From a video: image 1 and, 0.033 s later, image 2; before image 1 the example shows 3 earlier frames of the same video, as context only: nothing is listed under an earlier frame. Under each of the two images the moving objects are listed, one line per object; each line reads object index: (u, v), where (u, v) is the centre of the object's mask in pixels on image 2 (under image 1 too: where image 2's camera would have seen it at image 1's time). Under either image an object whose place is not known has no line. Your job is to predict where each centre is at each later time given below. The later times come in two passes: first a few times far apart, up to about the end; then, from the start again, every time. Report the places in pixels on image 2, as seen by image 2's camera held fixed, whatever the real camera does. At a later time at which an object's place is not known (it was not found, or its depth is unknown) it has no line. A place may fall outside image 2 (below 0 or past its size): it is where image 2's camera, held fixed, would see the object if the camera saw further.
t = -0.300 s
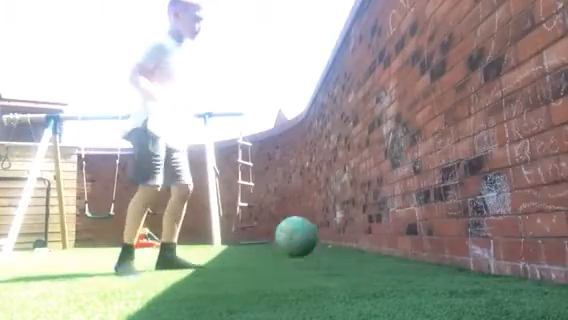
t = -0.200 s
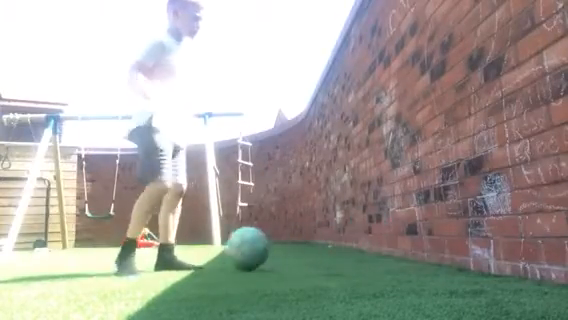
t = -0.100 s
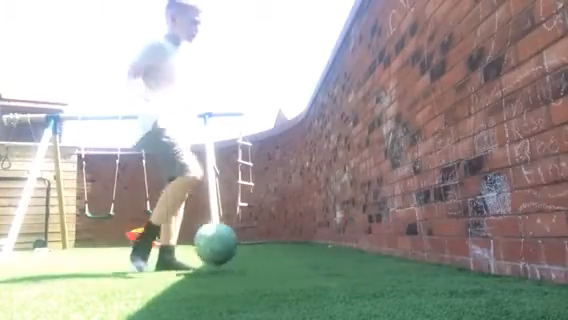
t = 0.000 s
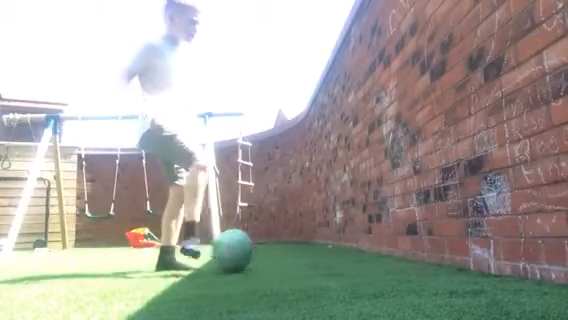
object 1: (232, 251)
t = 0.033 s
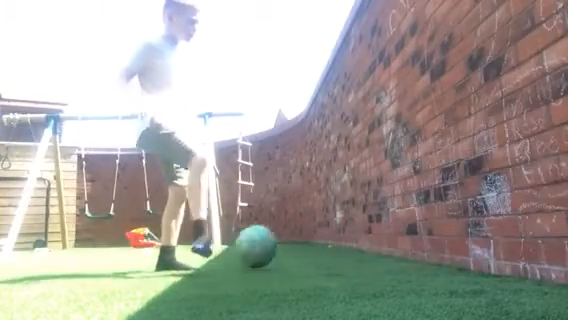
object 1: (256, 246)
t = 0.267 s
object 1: (401, 246)
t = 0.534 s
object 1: (298, 226)
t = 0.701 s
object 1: (246, 241)
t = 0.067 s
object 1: (279, 245)
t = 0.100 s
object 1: (301, 246)
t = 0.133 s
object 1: (323, 248)
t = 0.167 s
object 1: (343, 247)
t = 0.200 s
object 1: (362, 247)
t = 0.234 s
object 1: (383, 248)
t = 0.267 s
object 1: (401, 246)
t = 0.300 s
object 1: (400, 237)
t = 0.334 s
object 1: (385, 230)
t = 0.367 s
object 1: (370, 224)
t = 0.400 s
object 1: (355, 220)
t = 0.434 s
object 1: (341, 218)
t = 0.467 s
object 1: (326, 219)
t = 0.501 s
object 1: (312, 221)
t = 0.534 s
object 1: (298, 226)
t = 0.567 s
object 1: (284, 234)
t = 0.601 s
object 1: (270, 244)
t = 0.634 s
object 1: (258, 251)
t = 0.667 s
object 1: (252, 245)
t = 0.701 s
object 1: (246, 241)
